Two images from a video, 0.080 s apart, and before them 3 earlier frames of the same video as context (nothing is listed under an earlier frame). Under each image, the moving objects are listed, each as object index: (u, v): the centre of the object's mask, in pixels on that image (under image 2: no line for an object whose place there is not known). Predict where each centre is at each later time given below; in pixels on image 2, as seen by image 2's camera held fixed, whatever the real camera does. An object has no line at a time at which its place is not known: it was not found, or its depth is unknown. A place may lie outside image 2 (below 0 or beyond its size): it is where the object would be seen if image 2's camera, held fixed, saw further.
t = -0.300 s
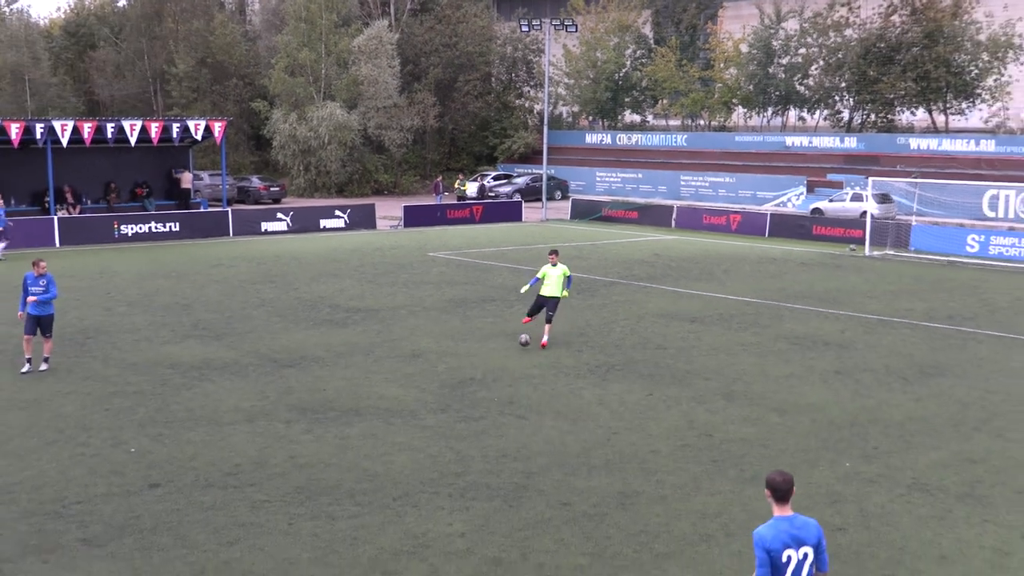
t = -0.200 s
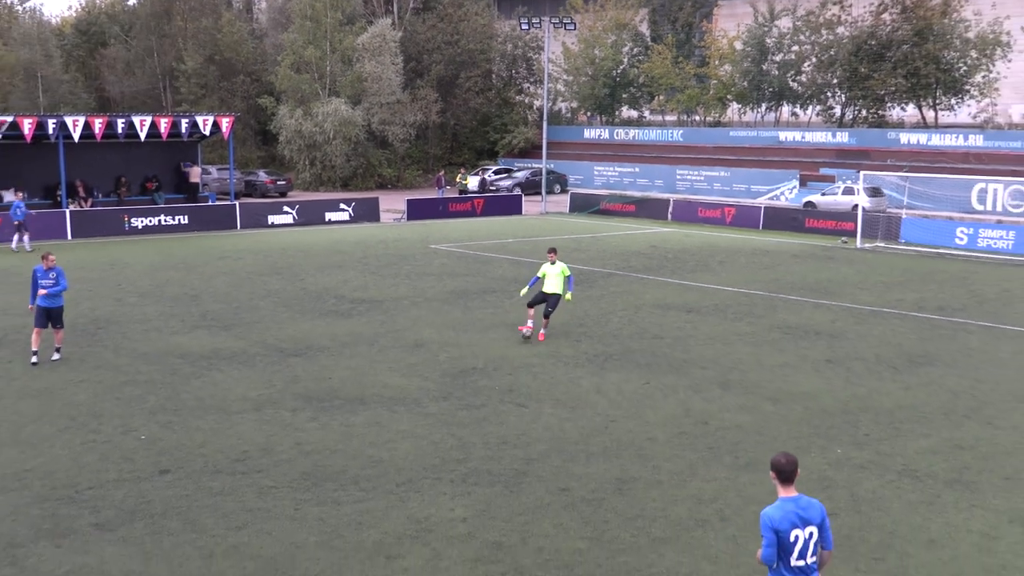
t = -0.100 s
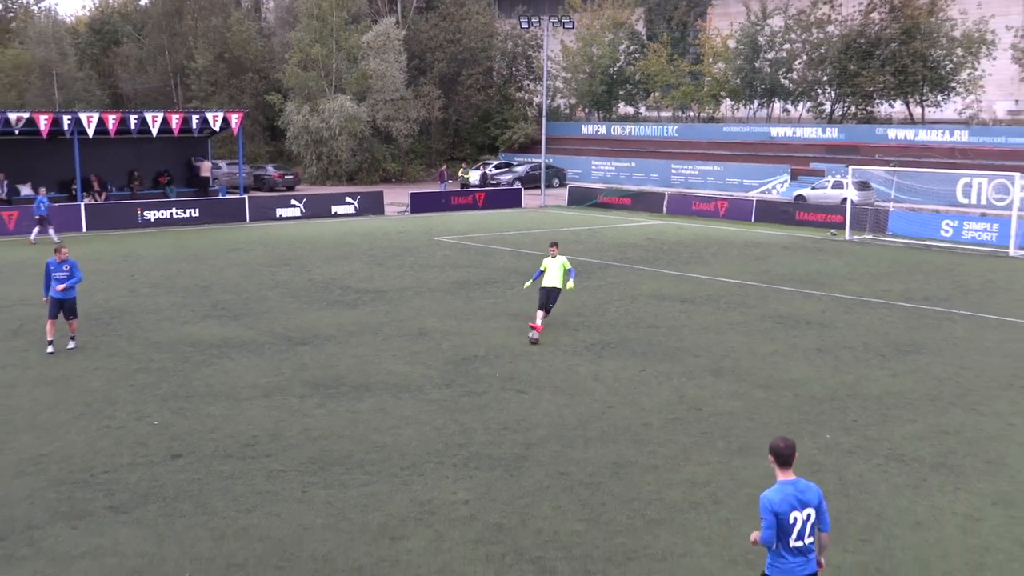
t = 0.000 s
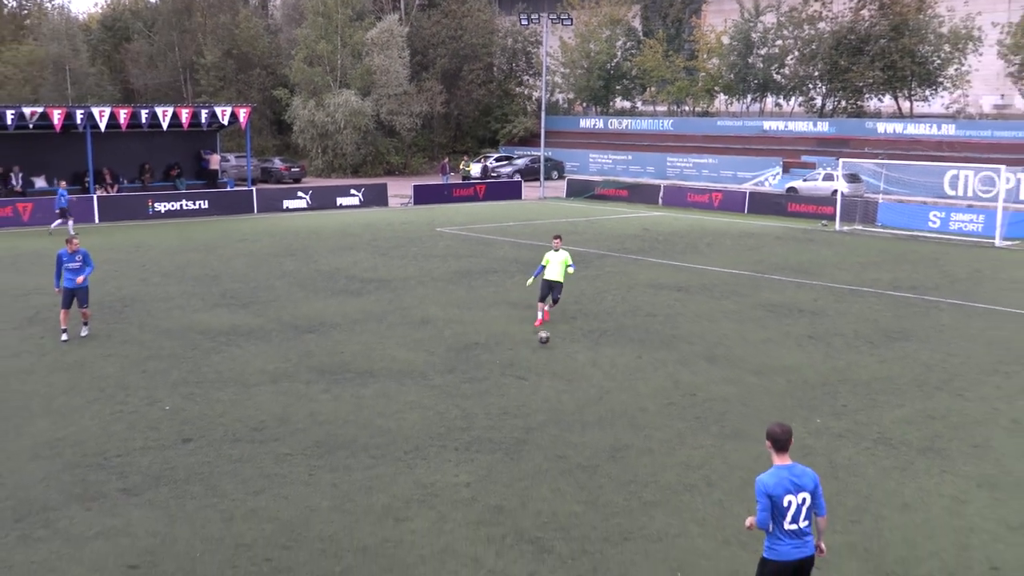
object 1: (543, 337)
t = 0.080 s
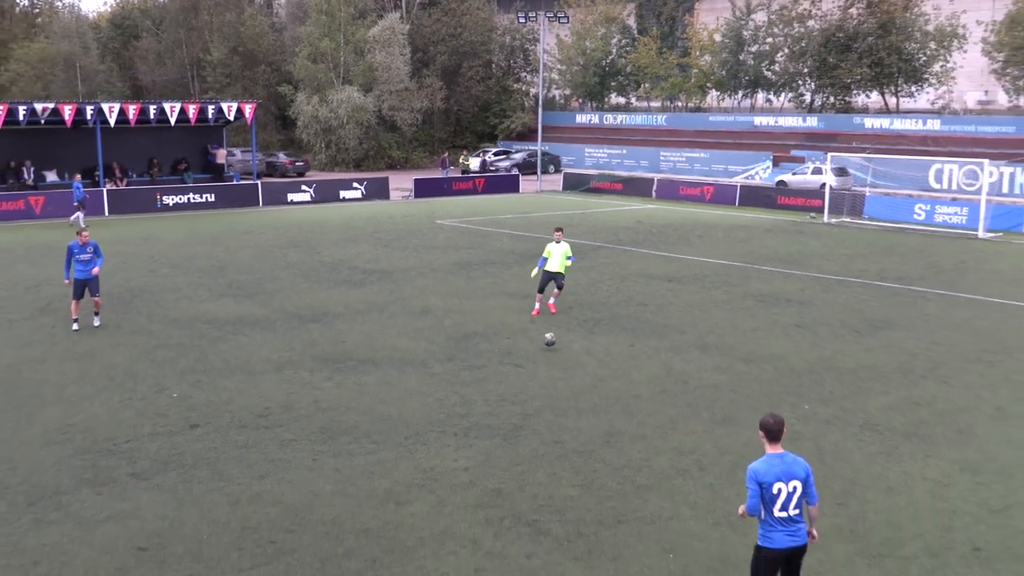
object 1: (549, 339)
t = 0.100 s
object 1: (551, 342)
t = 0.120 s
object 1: (554, 347)
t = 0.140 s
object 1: (556, 352)
